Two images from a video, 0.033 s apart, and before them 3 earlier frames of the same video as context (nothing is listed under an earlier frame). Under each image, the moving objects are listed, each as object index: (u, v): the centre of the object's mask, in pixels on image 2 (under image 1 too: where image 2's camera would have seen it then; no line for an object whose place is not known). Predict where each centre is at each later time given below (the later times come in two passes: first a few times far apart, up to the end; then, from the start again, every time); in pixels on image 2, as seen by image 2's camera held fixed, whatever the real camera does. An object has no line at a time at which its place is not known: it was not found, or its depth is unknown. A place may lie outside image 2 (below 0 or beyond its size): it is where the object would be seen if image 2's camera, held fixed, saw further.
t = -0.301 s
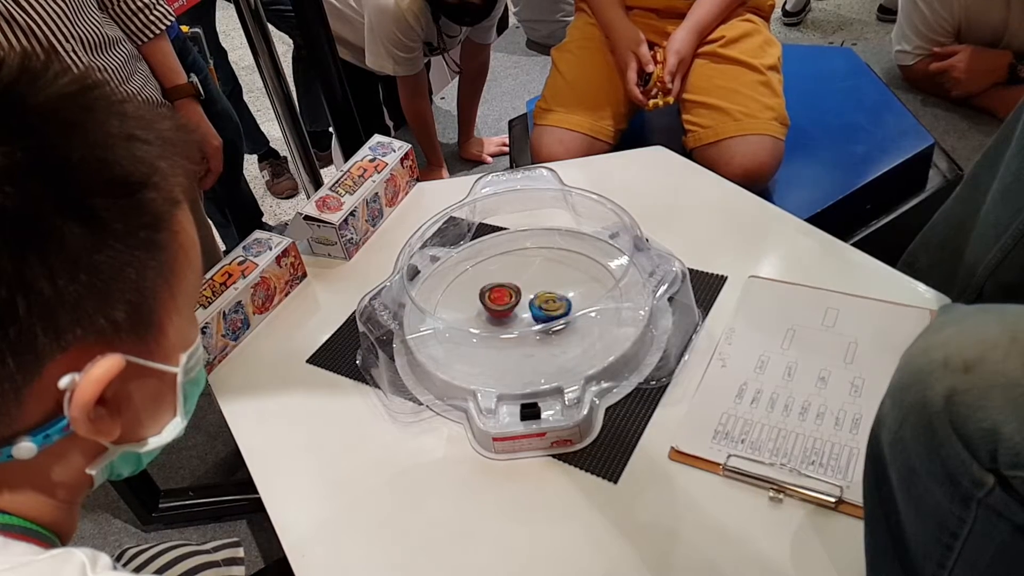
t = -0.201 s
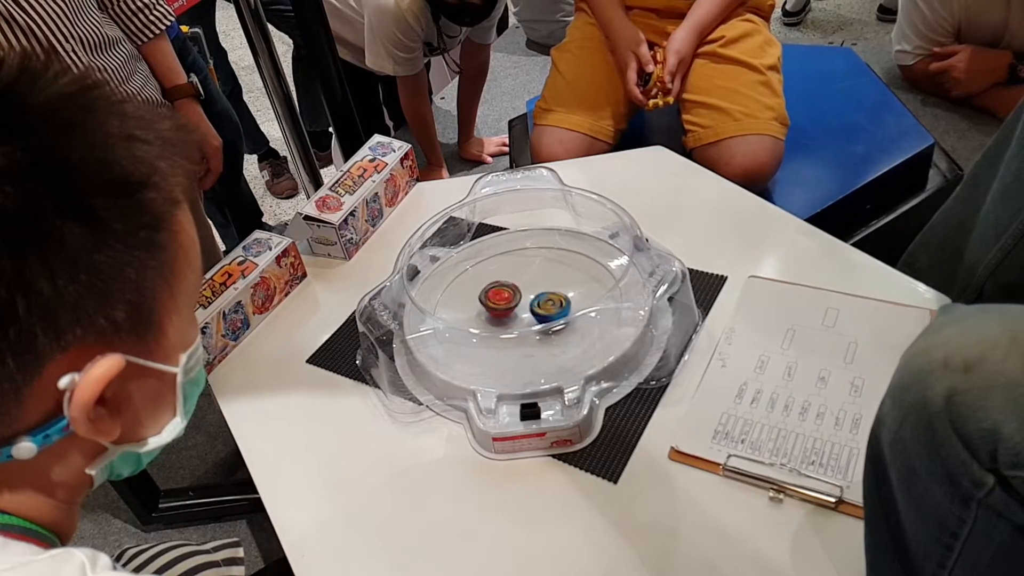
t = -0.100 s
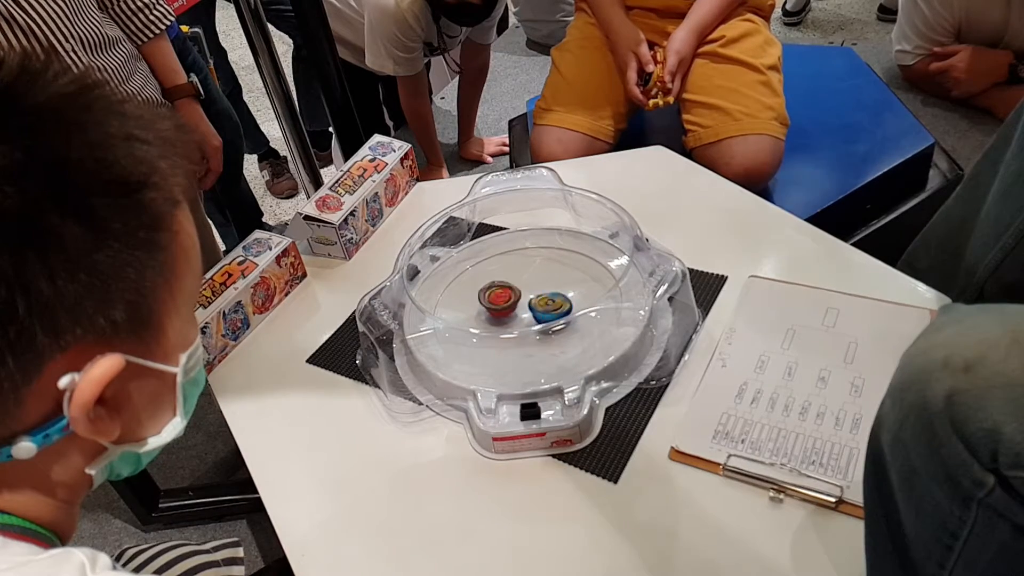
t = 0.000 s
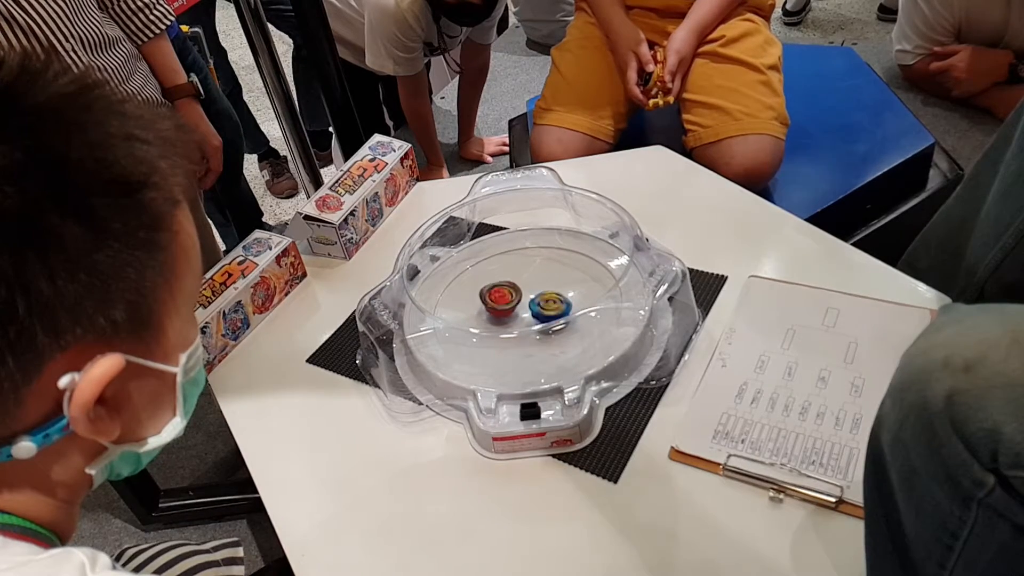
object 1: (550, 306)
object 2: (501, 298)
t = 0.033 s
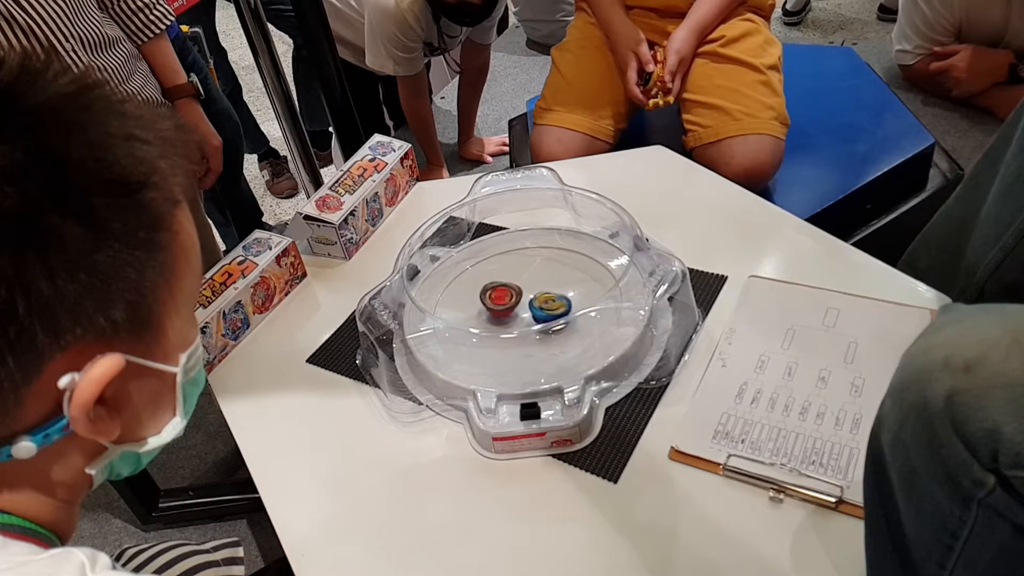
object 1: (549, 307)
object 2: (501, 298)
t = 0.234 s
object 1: (549, 307)
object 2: (500, 298)
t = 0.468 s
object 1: (548, 307)
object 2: (502, 297)
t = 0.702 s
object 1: (547, 308)
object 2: (503, 297)
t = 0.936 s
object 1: (547, 307)
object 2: (505, 296)
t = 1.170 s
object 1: (545, 308)
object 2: (505, 296)
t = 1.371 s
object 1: (545, 308)
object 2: (506, 296)
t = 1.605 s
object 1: (550, 308)
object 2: (503, 295)
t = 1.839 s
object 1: (552, 308)
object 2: (500, 293)
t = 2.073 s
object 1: (554, 308)
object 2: (499, 293)
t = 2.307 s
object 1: (555, 308)
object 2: (497, 293)
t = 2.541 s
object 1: (554, 308)
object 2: (497, 292)
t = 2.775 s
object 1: (555, 308)
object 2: (497, 292)
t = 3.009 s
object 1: (554, 308)
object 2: (497, 292)
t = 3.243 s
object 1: (553, 308)
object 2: (499, 292)
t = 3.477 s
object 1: (552, 308)
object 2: (499, 292)
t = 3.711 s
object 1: (551, 308)
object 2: (500, 292)
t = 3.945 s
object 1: (550, 308)
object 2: (501, 292)
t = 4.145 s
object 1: (549, 308)
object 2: (502, 291)
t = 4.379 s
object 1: (547, 308)
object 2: (504, 292)
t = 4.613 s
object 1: (545, 308)
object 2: (505, 292)
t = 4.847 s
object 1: (544, 308)
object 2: (508, 291)
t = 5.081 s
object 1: (543, 308)
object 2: (509, 292)
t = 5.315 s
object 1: (543, 308)
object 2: (510, 291)
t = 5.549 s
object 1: (544, 308)
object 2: (509, 291)
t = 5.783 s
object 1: (543, 309)
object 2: (509, 290)
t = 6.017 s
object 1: (543, 309)
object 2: (509, 290)
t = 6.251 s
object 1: (542, 309)
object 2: (509, 291)
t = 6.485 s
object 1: (542, 310)
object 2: (510, 291)
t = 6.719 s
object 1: (541, 309)
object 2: (510, 291)
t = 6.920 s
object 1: (541, 309)
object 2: (511, 291)
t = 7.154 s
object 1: (541, 310)
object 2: (512, 290)
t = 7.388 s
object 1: (540, 310)
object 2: (511, 291)
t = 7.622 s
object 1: (541, 310)
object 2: (512, 290)
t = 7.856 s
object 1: (542, 311)
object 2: (511, 289)
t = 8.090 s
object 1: (543, 312)
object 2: (510, 289)
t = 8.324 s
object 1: (545, 319)
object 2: (510, 288)
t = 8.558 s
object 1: (544, 320)
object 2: (510, 289)
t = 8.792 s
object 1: (544, 320)
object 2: (510, 289)
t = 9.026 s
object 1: (543, 320)
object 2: (512, 289)
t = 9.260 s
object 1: (541, 319)
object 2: (512, 290)
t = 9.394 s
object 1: (540, 314)
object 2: (513, 290)
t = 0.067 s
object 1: (549, 307)
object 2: (500, 298)
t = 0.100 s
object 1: (550, 306)
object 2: (501, 297)
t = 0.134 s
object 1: (549, 307)
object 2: (501, 298)
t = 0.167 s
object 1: (549, 307)
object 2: (501, 298)
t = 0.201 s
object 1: (549, 307)
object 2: (500, 298)
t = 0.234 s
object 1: (549, 307)
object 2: (500, 298)
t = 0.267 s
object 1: (549, 307)
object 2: (501, 297)
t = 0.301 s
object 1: (549, 307)
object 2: (502, 297)
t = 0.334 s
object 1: (548, 307)
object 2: (502, 298)
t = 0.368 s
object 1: (548, 307)
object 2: (502, 298)
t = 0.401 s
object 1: (549, 307)
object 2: (502, 297)
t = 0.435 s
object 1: (548, 307)
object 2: (502, 297)
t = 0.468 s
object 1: (548, 307)
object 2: (502, 297)
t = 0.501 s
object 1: (548, 307)
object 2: (502, 297)
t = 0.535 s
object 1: (548, 307)
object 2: (502, 297)
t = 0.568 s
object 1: (548, 307)
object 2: (502, 297)
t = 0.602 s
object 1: (548, 307)
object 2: (503, 297)
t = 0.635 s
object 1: (548, 307)
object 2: (503, 297)
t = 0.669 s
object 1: (547, 308)
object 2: (503, 297)
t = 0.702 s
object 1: (547, 308)
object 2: (503, 297)
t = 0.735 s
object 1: (548, 307)
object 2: (503, 296)
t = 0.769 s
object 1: (547, 307)
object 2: (504, 297)
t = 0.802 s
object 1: (547, 307)
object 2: (504, 297)
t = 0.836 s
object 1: (546, 307)
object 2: (503, 297)
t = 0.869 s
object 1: (547, 308)
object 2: (503, 297)
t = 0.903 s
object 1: (547, 307)
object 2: (504, 296)
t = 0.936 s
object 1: (547, 307)
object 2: (505, 296)
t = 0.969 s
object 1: (547, 308)
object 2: (505, 297)
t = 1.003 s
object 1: (546, 308)
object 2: (505, 296)
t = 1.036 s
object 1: (546, 308)
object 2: (505, 296)
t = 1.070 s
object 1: (546, 307)
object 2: (505, 296)
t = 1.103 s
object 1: (546, 307)
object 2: (505, 296)
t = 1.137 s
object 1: (546, 308)
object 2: (505, 297)
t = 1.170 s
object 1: (545, 308)
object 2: (505, 296)
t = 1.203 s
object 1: (545, 308)
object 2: (505, 296)
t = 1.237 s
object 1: (546, 308)
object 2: (506, 296)
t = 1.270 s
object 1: (546, 308)
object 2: (507, 296)
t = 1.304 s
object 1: (545, 308)
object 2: (507, 296)
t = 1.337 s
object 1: (545, 308)
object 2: (506, 296)
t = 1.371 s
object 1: (545, 308)
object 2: (506, 296)
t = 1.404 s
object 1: (546, 308)
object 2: (506, 295)
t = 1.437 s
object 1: (547, 308)
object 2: (505, 296)
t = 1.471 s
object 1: (547, 308)
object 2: (505, 296)
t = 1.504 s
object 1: (547, 308)
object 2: (504, 295)
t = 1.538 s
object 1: (548, 308)
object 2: (504, 294)
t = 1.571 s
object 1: (549, 308)
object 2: (504, 294)
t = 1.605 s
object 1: (550, 308)
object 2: (503, 295)
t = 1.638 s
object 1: (550, 308)
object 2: (502, 295)
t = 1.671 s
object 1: (550, 308)
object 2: (501, 294)
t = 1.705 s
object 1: (551, 308)
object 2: (501, 294)
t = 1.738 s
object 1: (552, 308)
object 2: (501, 294)
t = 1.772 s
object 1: (552, 308)
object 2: (501, 294)
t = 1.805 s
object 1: (552, 308)
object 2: (500, 294)
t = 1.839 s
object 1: (552, 308)
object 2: (500, 293)
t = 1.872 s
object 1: (553, 308)
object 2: (500, 293)
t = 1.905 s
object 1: (553, 308)
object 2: (500, 293)
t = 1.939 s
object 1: (554, 308)
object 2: (500, 293)
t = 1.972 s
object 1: (554, 308)
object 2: (499, 293)
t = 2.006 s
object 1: (553, 308)
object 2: (499, 293)
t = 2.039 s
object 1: (554, 308)
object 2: (499, 293)
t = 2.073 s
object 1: (554, 308)
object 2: (499, 293)
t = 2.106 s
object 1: (554, 308)
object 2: (498, 293)
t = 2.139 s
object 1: (554, 308)
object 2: (498, 293)
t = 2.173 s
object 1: (554, 308)
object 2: (498, 293)
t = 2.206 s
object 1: (554, 308)
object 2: (498, 292)
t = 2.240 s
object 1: (555, 308)
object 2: (498, 293)
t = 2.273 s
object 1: (555, 308)
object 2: (498, 293)
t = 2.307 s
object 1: (555, 308)
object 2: (497, 293)
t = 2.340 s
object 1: (554, 308)
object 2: (497, 292)
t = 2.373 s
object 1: (554, 308)
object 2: (497, 292)
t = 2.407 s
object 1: (555, 308)
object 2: (498, 293)
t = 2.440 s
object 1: (555, 308)
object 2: (497, 293)
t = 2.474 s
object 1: (555, 308)
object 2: (497, 293)
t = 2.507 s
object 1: (554, 308)
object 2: (497, 292)
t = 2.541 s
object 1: (554, 308)
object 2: (497, 292)
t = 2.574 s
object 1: (555, 308)
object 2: (498, 292)
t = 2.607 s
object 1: (555, 308)
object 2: (497, 292)
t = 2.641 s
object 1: (555, 308)
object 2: (497, 292)
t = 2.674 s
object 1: (554, 308)
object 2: (497, 292)
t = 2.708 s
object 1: (554, 308)
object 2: (497, 292)
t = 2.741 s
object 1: (554, 308)
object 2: (497, 292)
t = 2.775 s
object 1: (555, 308)
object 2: (497, 292)
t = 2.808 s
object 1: (554, 308)
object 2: (497, 292)
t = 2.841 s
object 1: (554, 308)
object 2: (497, 292)
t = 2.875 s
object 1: (554, 308)
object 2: (498, 292)
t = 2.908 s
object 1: (554, 308)
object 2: (498, 292)
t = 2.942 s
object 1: (554, 308)
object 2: (498, 292)
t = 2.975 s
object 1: (554, 308)
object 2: (498, 292)
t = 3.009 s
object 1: (554, 308)
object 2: (497, 292)
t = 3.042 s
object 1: (553, 308)
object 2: (498, 292)
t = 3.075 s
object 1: (553, 308)
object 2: (498, 292)
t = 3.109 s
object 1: (554, 308)
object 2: (498, 292)
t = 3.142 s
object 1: (553, 308)
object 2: (498, 292)
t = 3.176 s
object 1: (553, 308)
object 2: (498, 292)
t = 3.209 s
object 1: (553, 308)
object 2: (499, 292)
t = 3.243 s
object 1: (553, 308)
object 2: (499, 292)
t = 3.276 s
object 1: (553, 308)
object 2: (498, 292)
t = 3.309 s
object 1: (553, 308)
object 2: (498, 292)
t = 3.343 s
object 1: (553, 308)
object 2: (498, 291)
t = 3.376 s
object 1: (552, 308)
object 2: (499, 292)
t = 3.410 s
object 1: (552, 308)
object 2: (499, 292)
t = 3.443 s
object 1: (552, 308)
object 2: (499, 292)
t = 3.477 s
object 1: (552, 308)
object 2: (499, 292)
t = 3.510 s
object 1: (552, 308)
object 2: (499, 291)
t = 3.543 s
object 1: (552, 308)
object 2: (500, 292)
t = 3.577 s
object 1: (551, 308)
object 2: (500, 292)
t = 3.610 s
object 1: (552, 308)
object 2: (500, 292)
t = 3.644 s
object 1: (552, 308)
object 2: (500, 292)
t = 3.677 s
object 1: (551, 308)
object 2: (500, 291)
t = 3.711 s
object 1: (551, 308)
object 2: (500, 292)
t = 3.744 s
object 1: (551, 308)
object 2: (500, 292)
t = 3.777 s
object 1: (551, 308)
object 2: (500, 292)
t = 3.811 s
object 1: (551, 308)
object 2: (500, 291)
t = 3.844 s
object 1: (551, 308)
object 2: (501, 291)
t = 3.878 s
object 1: (550, 308)
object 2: (502, 292)
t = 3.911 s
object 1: (550, 308)
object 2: (502, 292)
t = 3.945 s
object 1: (550, 308)
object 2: (501, 292)
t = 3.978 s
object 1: (550, 308)
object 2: (501, 291)
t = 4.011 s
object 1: (550, 308)
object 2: (502, 291)
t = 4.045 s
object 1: (549, 308)
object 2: (502, 292)
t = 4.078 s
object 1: (549, 308)
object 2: (502, 292)
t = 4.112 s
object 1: (549, 308)
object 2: (502, 292)
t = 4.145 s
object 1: (549, 308)
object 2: (502, 291)
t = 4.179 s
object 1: (549, 308)
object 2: (503, 291)
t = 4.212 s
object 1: (548, 308)
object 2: (504, 292)
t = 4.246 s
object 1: (548, 308)
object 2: (503, 292)
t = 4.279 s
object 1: (548, 308)
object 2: (503, 292)
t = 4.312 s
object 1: (548, 308)
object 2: (503, 291)
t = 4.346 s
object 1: (548, 308)
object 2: (504, 291)
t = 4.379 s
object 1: (547, 308)
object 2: (504, 292)
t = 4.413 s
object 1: (547, 308)
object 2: (504, 292)
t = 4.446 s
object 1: (547, 308)
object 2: (504, 292)
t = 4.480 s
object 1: (546, 308)
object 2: (505, 291)
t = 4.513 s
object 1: (547, 308)
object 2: (505, 291)
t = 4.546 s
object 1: (546, 308)
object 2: (506, 292)
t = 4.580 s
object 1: (546, 308)
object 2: (505, 292)
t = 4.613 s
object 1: (545, 308)
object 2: (505, 292)
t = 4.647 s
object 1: (546, 308)
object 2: (506, 292)
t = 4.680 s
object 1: (545, 308)
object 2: (506, 291)
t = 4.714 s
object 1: (545, 308)
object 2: (506, 292)
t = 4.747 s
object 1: (545, 308)
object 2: (506, 292)
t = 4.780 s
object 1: (544, 309)
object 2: (506, 292)
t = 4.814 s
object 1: (544, 309)
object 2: (507, 291)
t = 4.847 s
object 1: (544, 308)
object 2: (508, 291)
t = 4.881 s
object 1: (544, 308)
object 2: (508, 292)
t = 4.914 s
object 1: (544, 308)
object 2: (508, 292)
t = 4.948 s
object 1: (543, 309)
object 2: (508, 292)
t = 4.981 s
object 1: (543, 308)
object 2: (508, 292)
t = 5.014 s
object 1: (543, 308)
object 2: (509, 292)
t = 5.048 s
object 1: (543, 308)
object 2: (509, 292)
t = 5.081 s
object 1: (543, 308)
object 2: (509, 292)
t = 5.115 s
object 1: (542, 309)
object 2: (509, 292)
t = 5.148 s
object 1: (542, 308)
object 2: (509, 292)
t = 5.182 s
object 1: (542, 308)
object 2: (510, 292)
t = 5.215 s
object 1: (543, 308)
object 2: (510, 292)
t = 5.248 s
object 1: (542, 308)
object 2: (509, 292)
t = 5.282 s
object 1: (542, 309)
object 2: (509, 291)
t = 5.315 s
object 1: (543, 308)
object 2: (510, 291)
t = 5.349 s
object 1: (543, 308)
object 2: (510, 291)
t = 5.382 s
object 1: (543, 308)
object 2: (510, 291)
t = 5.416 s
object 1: (543, 308)
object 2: (509, 291)
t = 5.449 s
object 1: (543, 309)
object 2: (509, 291)
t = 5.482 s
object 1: (543, 309)
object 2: (509, 290)
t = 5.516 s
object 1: (543, 309)
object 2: (510, 291)
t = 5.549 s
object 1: (544, 308)
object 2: (509, 291)
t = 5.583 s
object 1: (543, 309)
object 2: (509, 290)
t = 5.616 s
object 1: (543, 309)
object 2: (509, 290)
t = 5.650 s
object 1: (544, 309)
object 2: (509, 290)
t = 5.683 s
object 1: (544, 309)
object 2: (509, 290)
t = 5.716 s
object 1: (544, 309)
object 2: (508, 290)
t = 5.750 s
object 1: (543, 309)
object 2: (508, 290)
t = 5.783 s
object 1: (543, 309)
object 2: (509, 290)
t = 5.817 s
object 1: (543, 309)
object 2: (509, 290)
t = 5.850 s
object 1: (544, 309)
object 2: (509, 290)
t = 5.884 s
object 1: (544, 309)
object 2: (509, 290)
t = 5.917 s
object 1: (543, 309)
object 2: (508, 290)
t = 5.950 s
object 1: (543, 309)
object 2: (509, 290)
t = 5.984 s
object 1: (543, 309)
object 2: (509, 290)
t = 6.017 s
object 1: (543, 309)
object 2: (509, 290)
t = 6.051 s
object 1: (543, 309)
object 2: (509, 290)
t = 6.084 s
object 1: (543, 309)
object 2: (509, 290)
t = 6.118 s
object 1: (542, 309)
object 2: (509, 290)
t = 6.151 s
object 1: (543, 309)
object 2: (509, 290)
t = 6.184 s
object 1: (542, 309)
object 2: (509, 291)
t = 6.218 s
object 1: (542, 309)
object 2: (509, 290)
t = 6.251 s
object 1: (542, 309)
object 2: (509, 291)
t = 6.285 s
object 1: (542, 309)
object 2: (509, 290)
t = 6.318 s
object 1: (542, 309)
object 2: (510, 291)
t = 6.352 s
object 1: (542, 309)
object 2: (509, 291)
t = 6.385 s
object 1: (542, 309)
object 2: (509, 291)
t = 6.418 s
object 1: (542, 309)
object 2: (509, 291)
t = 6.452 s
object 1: (541, 309)
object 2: (510, 290)
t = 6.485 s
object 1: (542, 310)
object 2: (510, 291)
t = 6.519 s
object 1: (542, 309)
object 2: (510, 291)
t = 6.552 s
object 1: (541, 309)
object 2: (510, 291)
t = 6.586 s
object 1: (542, 309)
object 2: (510, 291)
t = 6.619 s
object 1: (541, 309)
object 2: (510, 290)
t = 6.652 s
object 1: (541, 310)
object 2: (511, 291)
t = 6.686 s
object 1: (541, 309)
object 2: (510, 291)
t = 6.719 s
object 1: (541, 309)
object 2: (510, 291)
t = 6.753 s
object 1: (541, 309)
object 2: (510, 291)
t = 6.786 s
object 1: (541, 309)
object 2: (511, 291)
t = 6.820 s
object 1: (541, 310)
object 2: (511, 291)
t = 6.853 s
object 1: (541, 310)
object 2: (511, 291)
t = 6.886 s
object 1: (541, 309)
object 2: (511, 291)
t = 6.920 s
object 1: (541, 309)
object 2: (511, 291)
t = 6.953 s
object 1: (541, 309)
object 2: (511, 290)
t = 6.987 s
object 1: (541, 310)
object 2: (511, 291)
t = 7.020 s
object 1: (541, 310)
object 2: (511, 291)
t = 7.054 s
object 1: (541, 310)
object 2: (511, 291)
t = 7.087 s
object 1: (541, 309)
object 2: (511, 290)
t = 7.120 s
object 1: (541, 309)
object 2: (511, 290)
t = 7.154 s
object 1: (541, 310)
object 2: (512, 290)
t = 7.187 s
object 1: (541, 310)
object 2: (512, 291)
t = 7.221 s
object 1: (541, 310)
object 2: (512, 291)
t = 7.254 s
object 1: (541, 310)
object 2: (512, 291)
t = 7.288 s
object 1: (541, 309)
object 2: (512, 290)
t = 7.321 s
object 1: (540, 310)
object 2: (512, 291)
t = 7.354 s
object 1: (541, 310)
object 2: (512, 291)
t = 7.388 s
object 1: (540, 310)
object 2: (511, 291)
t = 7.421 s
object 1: (540, 310)
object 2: (511, 291)
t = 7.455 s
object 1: (540, 310)
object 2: (512, 290)
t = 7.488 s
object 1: (540, 310)
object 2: (512, 290)
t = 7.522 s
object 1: (541, 310)
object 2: (512, 291)
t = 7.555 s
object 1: (541, 310)
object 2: (511, 291)
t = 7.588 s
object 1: (541, 310)
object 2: (512, 290)
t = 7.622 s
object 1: (541, 310)
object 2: (512, 290)
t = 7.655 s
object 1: (541, 310)
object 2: (512, 290)
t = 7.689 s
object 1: (541, 311)
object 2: (512, 290)
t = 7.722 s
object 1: (541, 311)
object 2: (511, 290)
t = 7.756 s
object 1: (542, 311)
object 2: (511, 290)
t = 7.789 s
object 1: (542, 311)
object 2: (511, 289)
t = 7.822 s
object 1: (542, 311)
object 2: (511, 289)
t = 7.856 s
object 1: (542, 311)
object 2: (511, 289)
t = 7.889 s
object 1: (542, 312)
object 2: (511, 289)
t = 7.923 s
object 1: (543, 312)
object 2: (510, 289)
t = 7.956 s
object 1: (543, 312)
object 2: (510, 289)
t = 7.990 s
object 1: (543, 312)
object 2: (511, 289)
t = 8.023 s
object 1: (542, 312)
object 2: (511, 289)
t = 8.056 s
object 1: (542, 312)
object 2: (510, 289)
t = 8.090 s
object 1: (543, 312)
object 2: (510, 289)
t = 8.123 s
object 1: (543, 312)
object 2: (510, 289)
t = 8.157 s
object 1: (543, 312)
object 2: (511, 289)
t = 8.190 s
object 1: (542, 313)
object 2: (511, 289)
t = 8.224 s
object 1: (542, 313)
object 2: (510, 289)
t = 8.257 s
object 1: (544, 318)
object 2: (510, 289)
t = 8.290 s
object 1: (545, 319)
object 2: (510, 288)
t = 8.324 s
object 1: (545, 319)
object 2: (510, 288)
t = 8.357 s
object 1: (544, 319)
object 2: (510, 289)
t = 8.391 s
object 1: (542, 313)
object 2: (510, 289)
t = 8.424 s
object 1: (544, 319)
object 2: (510, 289)
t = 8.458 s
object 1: (545, 319)
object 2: (510, 288)
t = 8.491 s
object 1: (545, 319)
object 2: (510, 288)
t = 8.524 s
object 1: (544, 319)
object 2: (511, 289)
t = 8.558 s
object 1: (544, 320)
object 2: (510, 289)
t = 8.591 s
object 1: (544, 320)
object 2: (510, 289)
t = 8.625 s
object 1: (544, 319)
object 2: (510, 289)
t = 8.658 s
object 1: (544, 319)
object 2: (510, 288)
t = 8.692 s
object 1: (544, 320)
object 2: (511, 289)
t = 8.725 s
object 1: (543, 320)
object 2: (511, 289)
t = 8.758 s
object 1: (543, 320)
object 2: (510, 289)
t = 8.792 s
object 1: (544, 320)
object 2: (510, 289)
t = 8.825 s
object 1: (544, 320)
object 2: (511, 289)
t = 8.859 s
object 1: (544, 320)
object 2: (511, 289)
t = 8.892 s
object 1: (543, 320)
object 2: (511, 289)
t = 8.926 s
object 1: (543, 320)
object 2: (511, 289)
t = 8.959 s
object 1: (543, 320)
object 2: (511, 289)
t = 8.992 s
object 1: (543, 319)
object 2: (511, 289)
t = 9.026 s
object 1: (543, 320)
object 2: (512, 289)
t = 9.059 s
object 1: (543, 320)
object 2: (512, 289)
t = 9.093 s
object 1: (543, 319)
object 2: (512, 289)
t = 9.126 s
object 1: (542, 320)
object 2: (511, 289)
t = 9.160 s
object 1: (542, 320)
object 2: (512, 289)
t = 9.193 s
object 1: (543, 320)
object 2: (512, 289)
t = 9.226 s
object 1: (541, 319)
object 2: (513, 289)
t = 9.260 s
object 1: (541, 319)
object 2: (512, 290)
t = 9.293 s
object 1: (540, 318)
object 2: (512, 289)
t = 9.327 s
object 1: (542, 320)
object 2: (512, 289)
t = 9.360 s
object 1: (540, 318)
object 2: (513, 289)
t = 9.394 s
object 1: (540, 314)
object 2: (513, 290)
